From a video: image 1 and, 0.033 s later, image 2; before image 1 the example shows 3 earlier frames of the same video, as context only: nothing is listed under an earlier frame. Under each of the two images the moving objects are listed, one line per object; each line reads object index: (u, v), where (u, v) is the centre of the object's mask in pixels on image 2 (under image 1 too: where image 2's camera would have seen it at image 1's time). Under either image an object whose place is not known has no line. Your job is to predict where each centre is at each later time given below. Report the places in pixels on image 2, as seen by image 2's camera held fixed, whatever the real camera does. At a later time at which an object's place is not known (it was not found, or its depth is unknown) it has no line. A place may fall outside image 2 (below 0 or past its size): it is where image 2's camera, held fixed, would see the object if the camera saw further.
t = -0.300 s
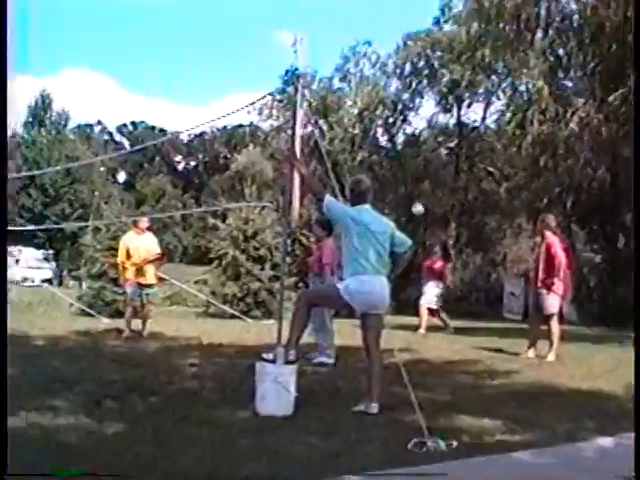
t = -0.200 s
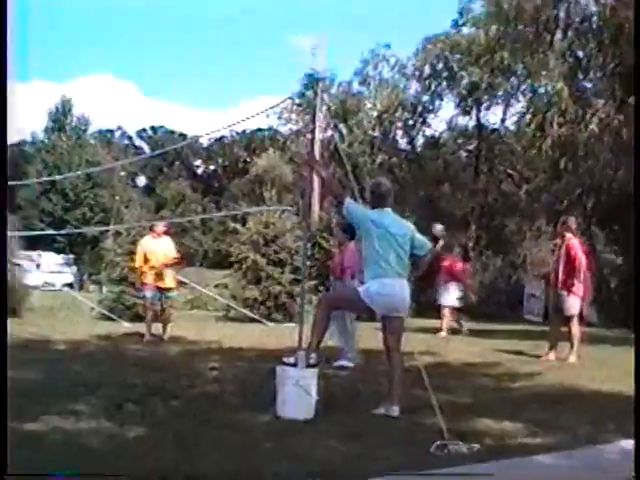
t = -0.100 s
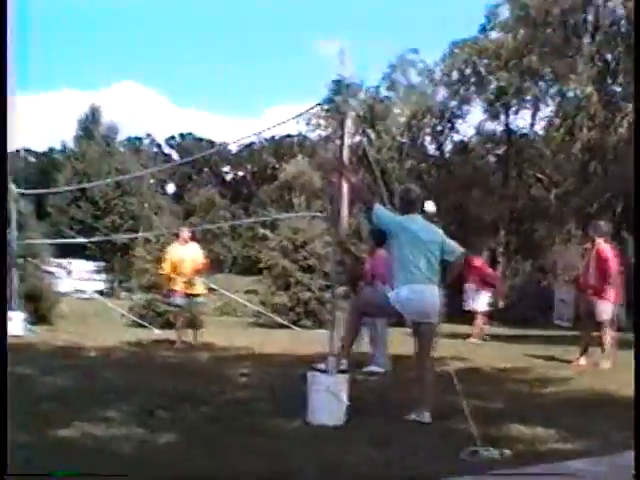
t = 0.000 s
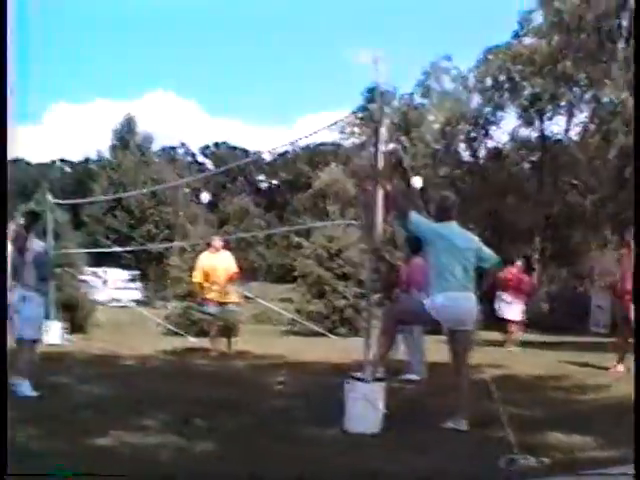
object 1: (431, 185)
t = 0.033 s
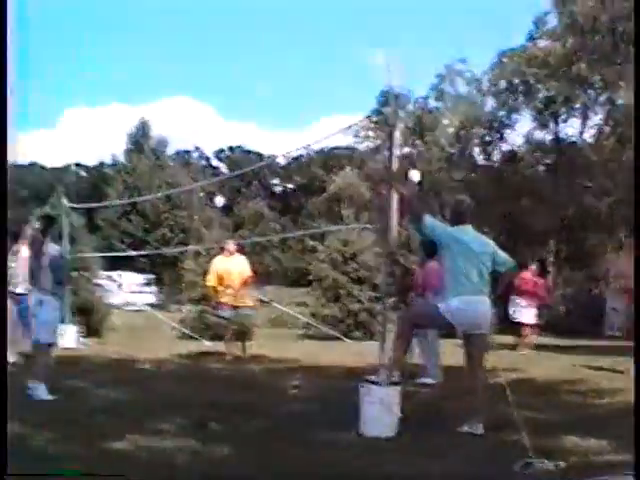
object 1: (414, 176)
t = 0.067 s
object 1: (398, 165)
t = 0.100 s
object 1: (379, 156)
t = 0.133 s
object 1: (361, 148)
